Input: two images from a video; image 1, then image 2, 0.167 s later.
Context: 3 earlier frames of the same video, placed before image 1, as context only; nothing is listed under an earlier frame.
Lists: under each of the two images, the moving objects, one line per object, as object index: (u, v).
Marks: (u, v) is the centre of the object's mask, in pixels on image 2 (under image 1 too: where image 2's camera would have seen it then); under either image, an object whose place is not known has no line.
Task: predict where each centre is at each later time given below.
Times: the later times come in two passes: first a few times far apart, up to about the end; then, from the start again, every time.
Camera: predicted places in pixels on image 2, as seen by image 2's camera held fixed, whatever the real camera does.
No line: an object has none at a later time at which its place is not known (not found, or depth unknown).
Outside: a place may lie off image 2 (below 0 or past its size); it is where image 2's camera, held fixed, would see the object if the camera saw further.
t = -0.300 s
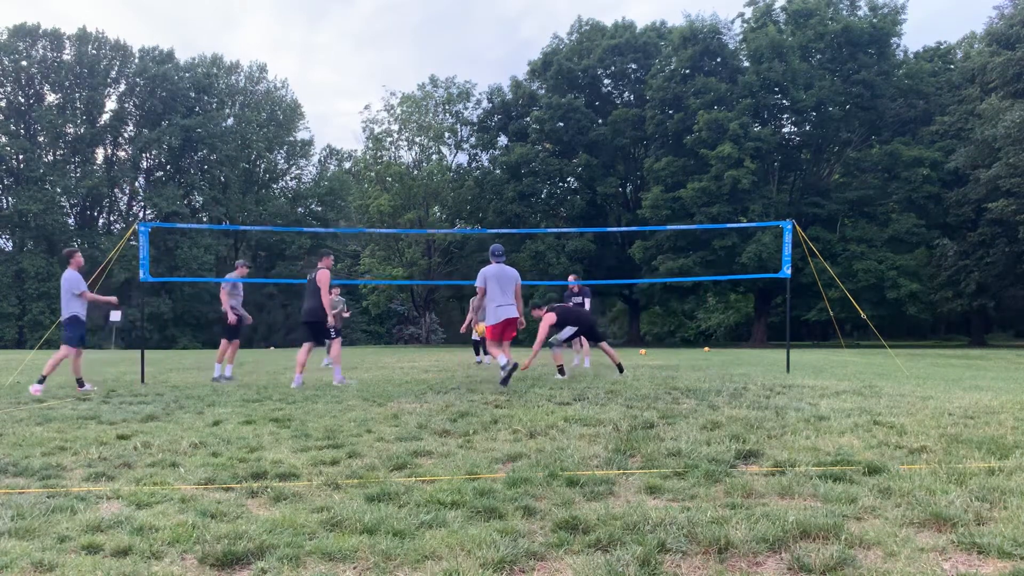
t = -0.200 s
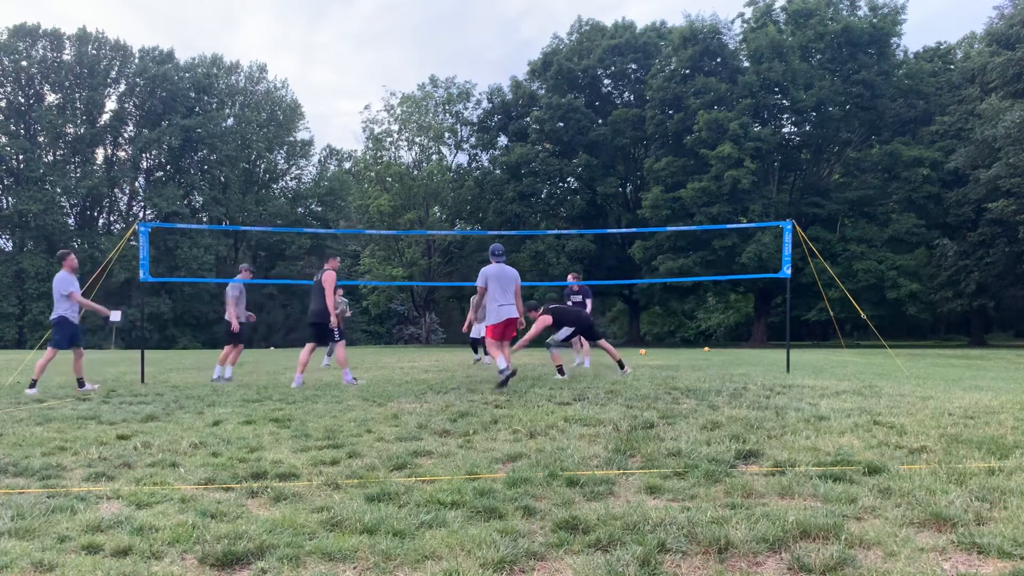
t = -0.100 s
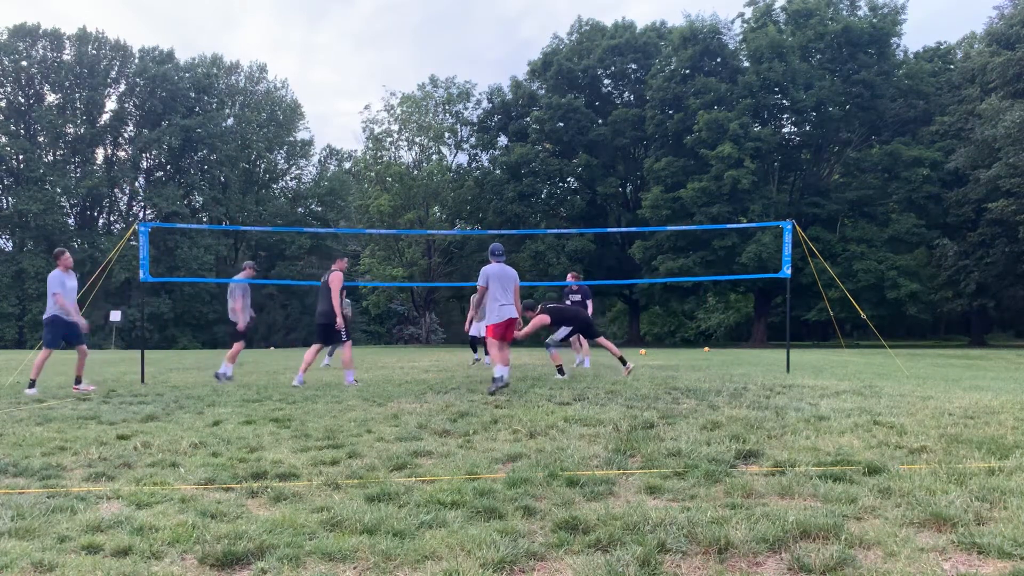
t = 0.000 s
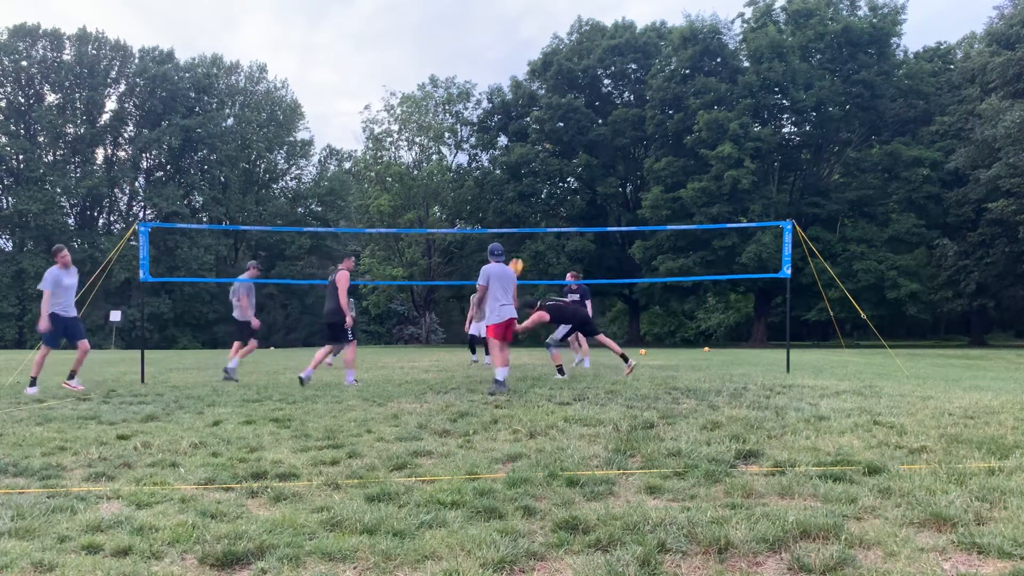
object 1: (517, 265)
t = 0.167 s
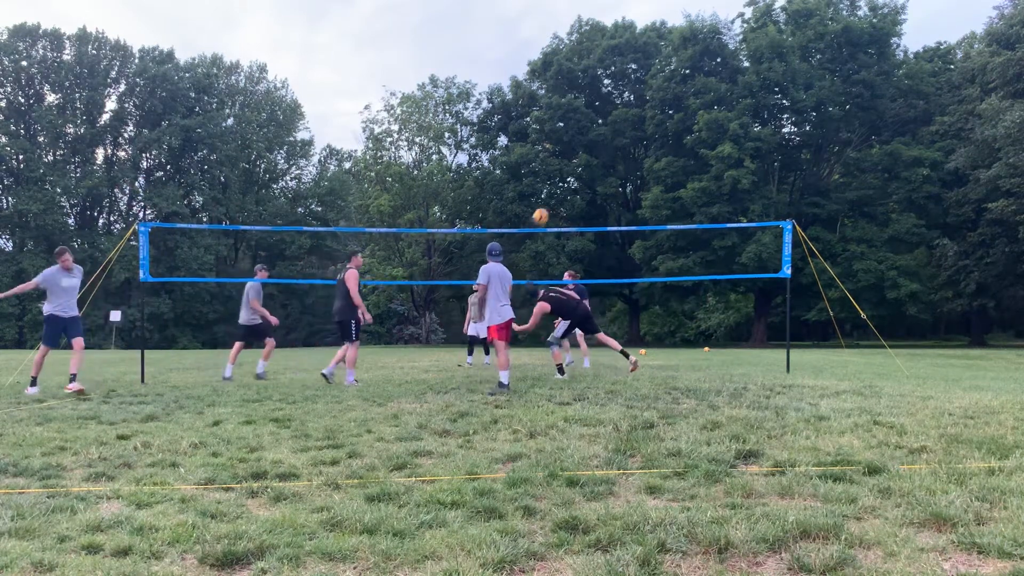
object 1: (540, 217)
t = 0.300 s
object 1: (559, 191)
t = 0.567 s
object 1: (597, 176)
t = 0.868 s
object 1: (636, 214)
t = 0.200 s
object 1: (545, 208)
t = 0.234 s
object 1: (550, 202)
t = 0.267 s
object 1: (554, 196)
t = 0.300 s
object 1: (559, 191)
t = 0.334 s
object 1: (564, 186)
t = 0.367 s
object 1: (569, 182)
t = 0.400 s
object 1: (573, 180)
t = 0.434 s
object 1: (578, 178)
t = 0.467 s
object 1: (582, 176)
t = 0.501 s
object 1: (587, 176)
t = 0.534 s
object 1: (592, 175)
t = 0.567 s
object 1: (597, 176)
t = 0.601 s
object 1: (601, 178)
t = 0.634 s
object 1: (606, 180)
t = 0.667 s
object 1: (610, 183)
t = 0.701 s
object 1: (614, 186)
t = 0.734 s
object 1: (619, 191)
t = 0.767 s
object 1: (623, 196)
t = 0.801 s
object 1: (628, 201)
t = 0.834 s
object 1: (632, 207)
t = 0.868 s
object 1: (636, 214)
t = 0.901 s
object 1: (641, 222)
